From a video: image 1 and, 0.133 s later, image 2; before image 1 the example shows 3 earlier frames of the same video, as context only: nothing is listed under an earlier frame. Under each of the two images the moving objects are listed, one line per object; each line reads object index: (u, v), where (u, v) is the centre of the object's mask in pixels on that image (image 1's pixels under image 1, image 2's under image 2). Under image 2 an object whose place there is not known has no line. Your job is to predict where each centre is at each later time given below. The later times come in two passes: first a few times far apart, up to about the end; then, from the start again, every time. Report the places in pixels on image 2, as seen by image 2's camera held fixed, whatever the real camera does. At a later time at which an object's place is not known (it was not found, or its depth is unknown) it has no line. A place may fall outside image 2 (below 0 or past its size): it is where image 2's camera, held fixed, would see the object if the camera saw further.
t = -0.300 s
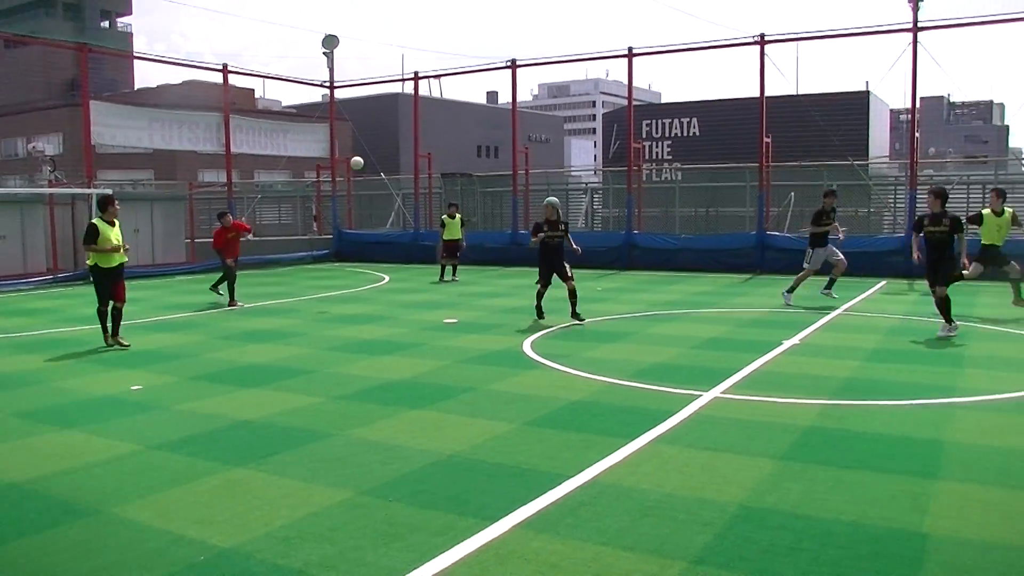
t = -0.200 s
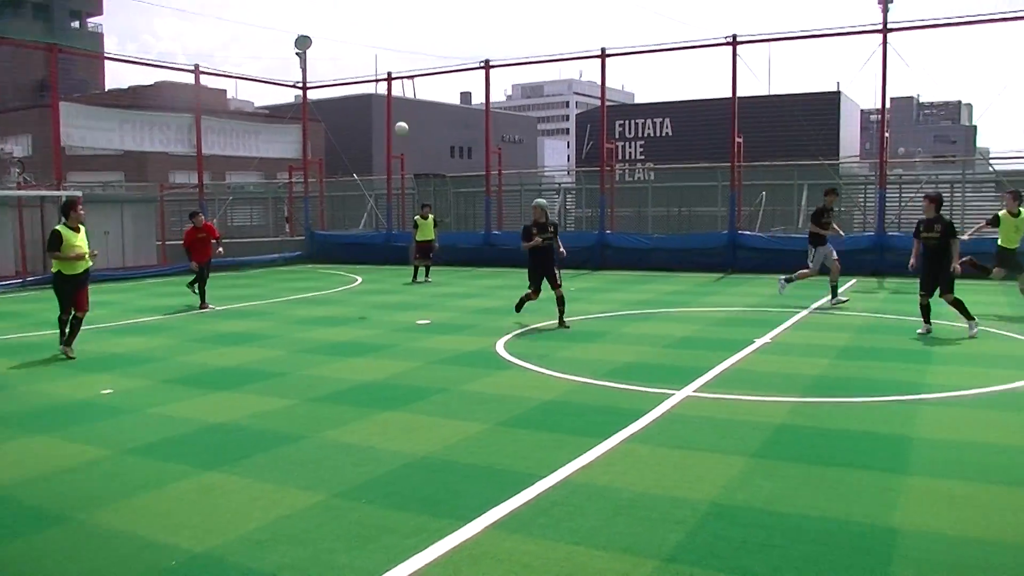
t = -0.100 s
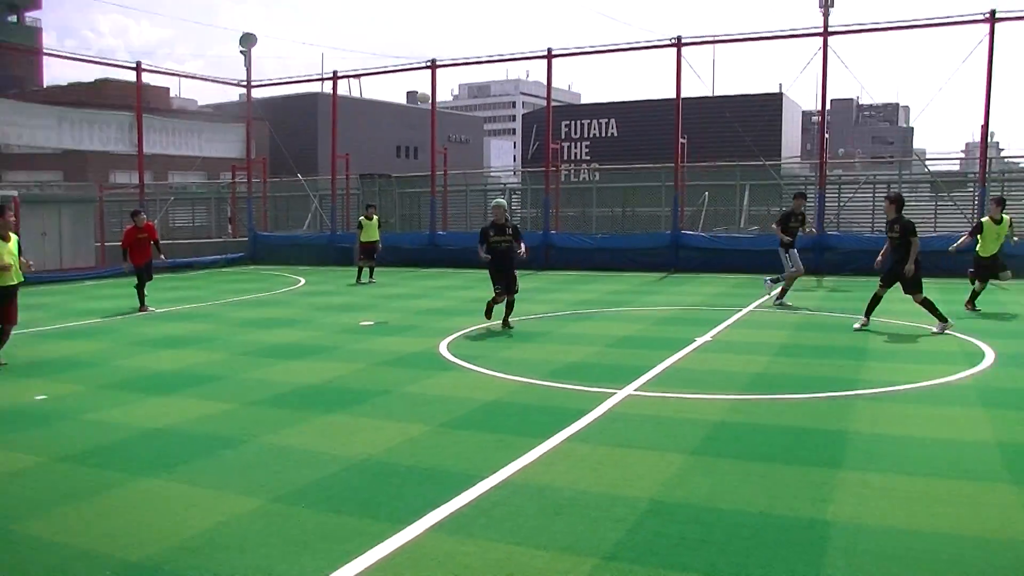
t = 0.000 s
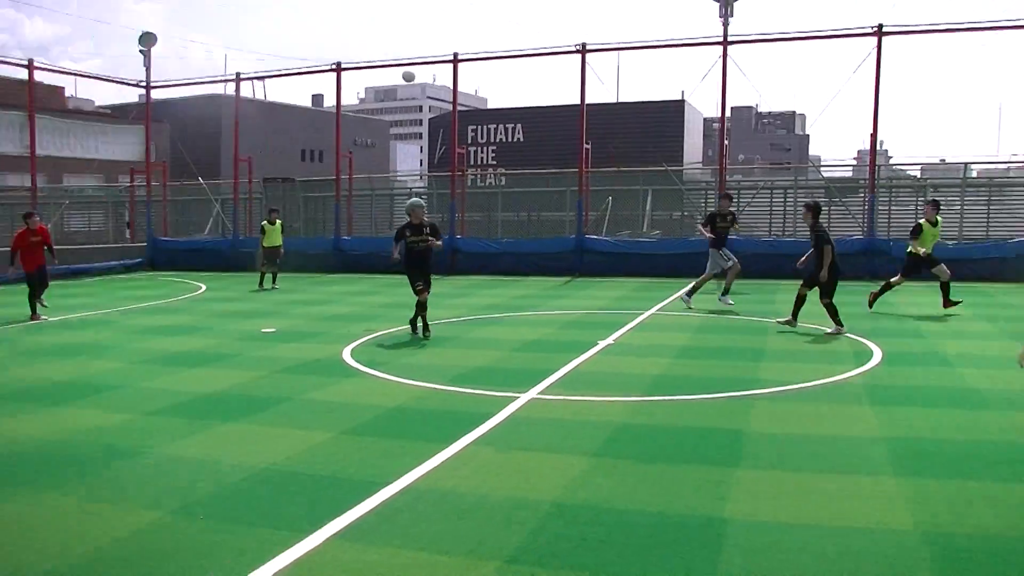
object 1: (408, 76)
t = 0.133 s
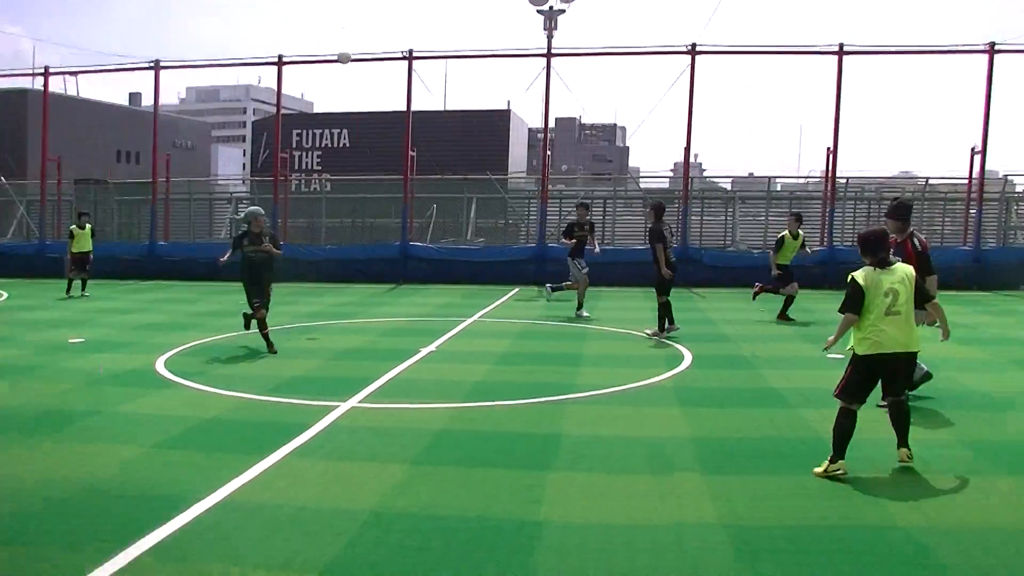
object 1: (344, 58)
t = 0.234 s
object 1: (427, 52)
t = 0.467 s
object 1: (604, 64)
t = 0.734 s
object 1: (784, 117)
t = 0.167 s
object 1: (372, 55)
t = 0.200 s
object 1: (401, 53)
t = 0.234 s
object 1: (427, 52)
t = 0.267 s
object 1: (453, 52)
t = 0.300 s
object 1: (480, 52)
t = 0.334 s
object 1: (505, 52)
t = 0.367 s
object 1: (531, 55)
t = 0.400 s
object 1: (556, 57)
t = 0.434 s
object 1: (580, 60)
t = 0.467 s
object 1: (604, 64)
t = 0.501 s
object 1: (628, 68)
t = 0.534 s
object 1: (651, 74)
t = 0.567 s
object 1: (674, 79)
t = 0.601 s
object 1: (697, 86)
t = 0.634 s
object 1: (719, 92)
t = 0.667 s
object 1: (741, 100)
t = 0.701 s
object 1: (762, 108)
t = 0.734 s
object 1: (784, 117)
